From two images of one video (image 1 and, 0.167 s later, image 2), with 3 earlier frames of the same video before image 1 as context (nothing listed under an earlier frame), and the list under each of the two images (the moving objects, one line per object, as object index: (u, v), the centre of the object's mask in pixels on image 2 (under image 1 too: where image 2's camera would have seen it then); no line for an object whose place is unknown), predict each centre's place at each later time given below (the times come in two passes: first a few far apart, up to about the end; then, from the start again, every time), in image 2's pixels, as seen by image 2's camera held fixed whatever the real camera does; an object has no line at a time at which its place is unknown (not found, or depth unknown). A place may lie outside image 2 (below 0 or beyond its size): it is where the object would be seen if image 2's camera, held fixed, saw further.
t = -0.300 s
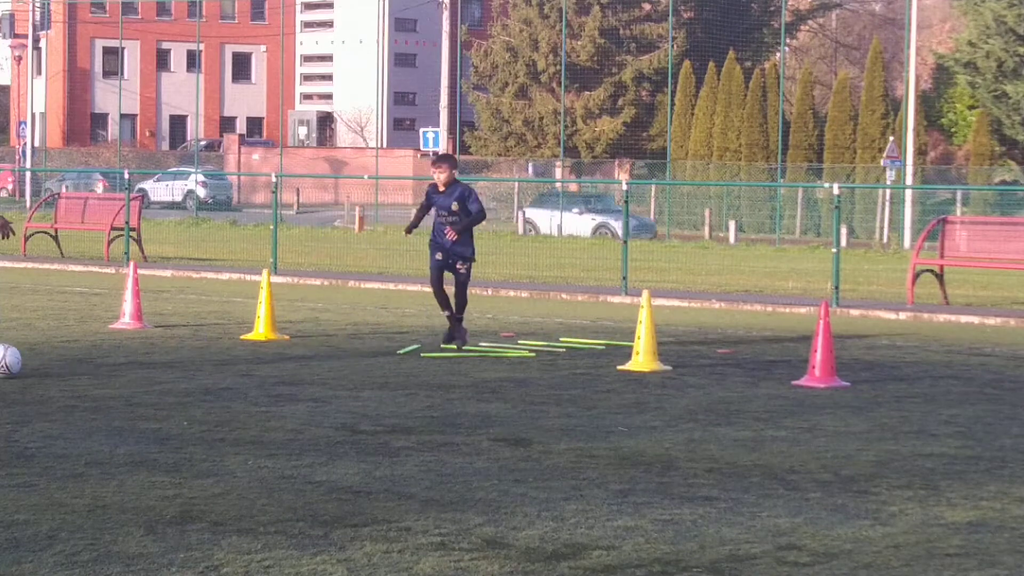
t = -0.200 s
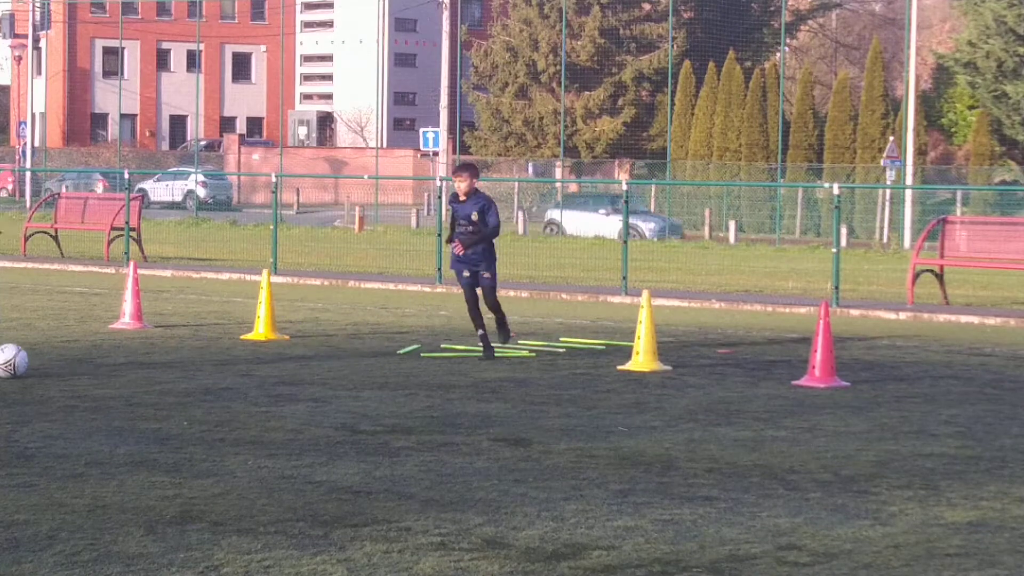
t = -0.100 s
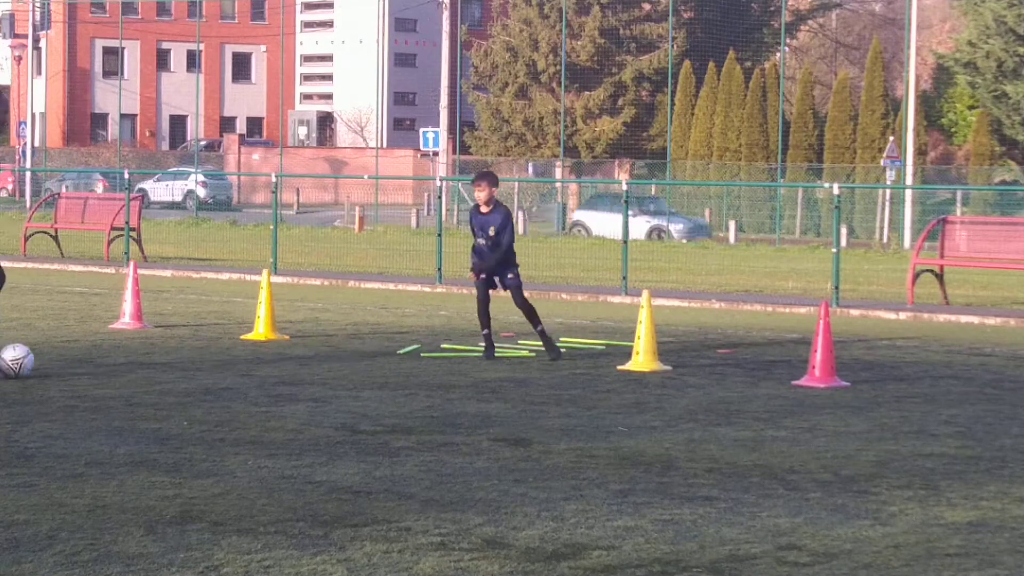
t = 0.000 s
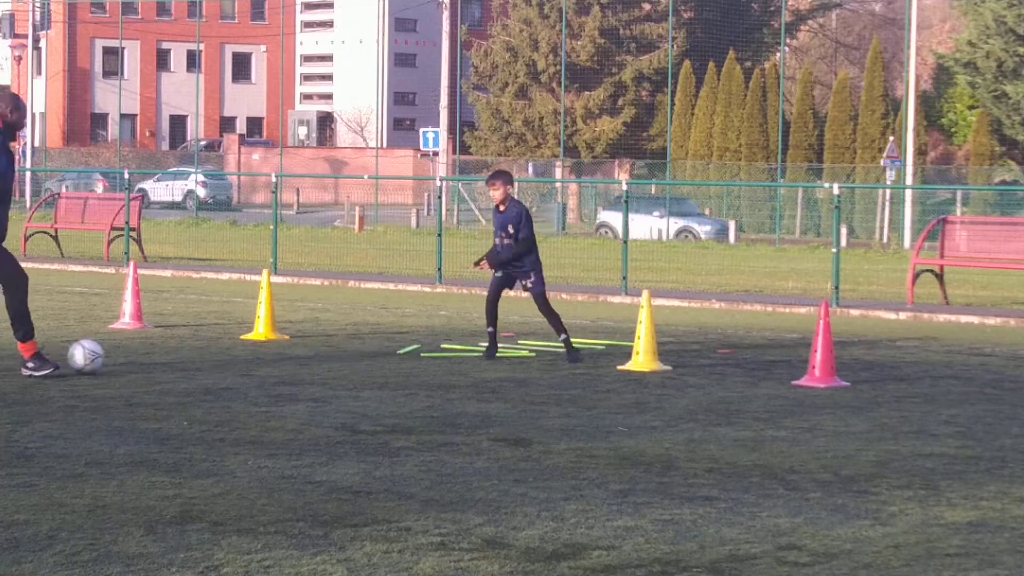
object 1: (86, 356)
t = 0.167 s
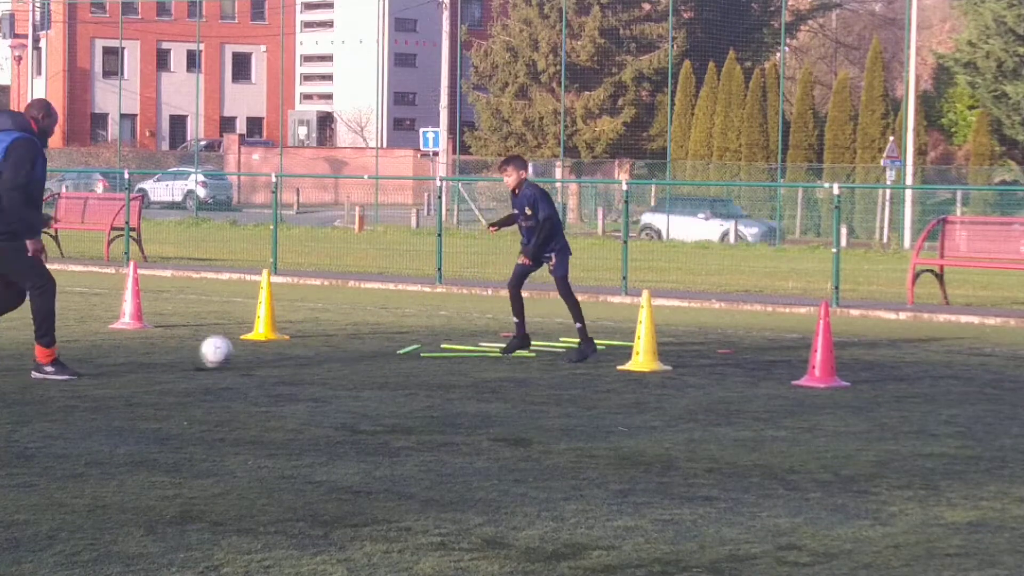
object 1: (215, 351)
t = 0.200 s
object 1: (236, 349)
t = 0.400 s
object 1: (346, 349)
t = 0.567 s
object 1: (424, 346)
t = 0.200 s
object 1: (236, 349)
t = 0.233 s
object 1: (256, 348)
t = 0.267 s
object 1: (277, 349)
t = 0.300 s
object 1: (297, 351)
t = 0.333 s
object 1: (314, 349)
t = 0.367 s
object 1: (331, 348)
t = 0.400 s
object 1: (346, 349)
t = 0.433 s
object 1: (363, 348)
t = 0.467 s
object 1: (379, 347)
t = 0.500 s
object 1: (394, 348)
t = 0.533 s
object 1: (409, 346)
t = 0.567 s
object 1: (424, 346)
